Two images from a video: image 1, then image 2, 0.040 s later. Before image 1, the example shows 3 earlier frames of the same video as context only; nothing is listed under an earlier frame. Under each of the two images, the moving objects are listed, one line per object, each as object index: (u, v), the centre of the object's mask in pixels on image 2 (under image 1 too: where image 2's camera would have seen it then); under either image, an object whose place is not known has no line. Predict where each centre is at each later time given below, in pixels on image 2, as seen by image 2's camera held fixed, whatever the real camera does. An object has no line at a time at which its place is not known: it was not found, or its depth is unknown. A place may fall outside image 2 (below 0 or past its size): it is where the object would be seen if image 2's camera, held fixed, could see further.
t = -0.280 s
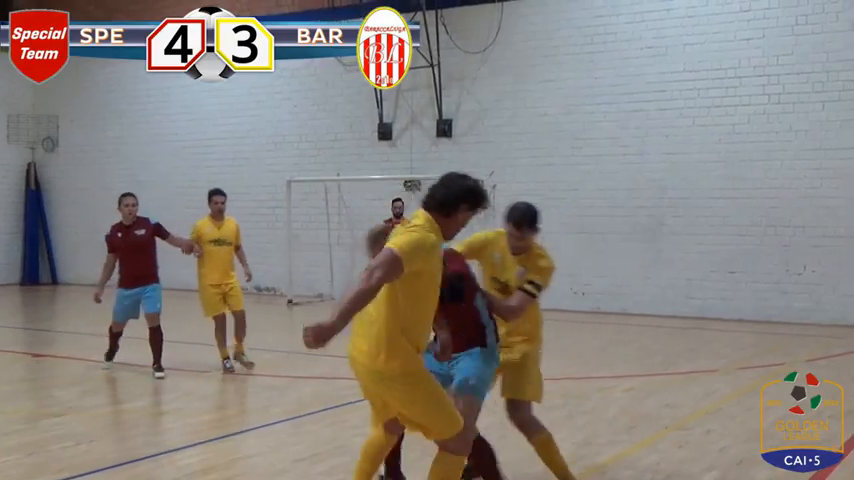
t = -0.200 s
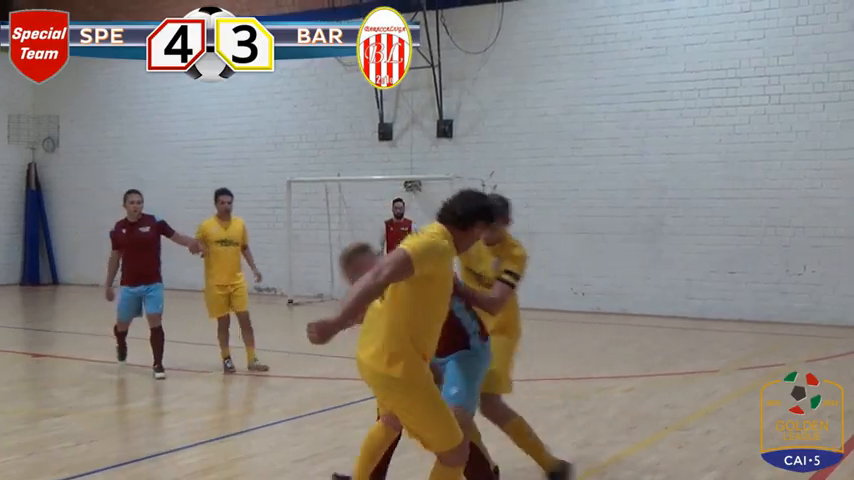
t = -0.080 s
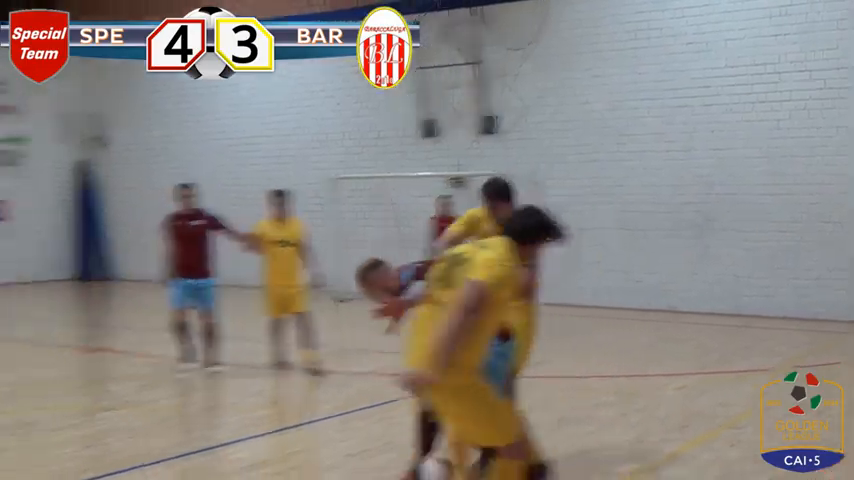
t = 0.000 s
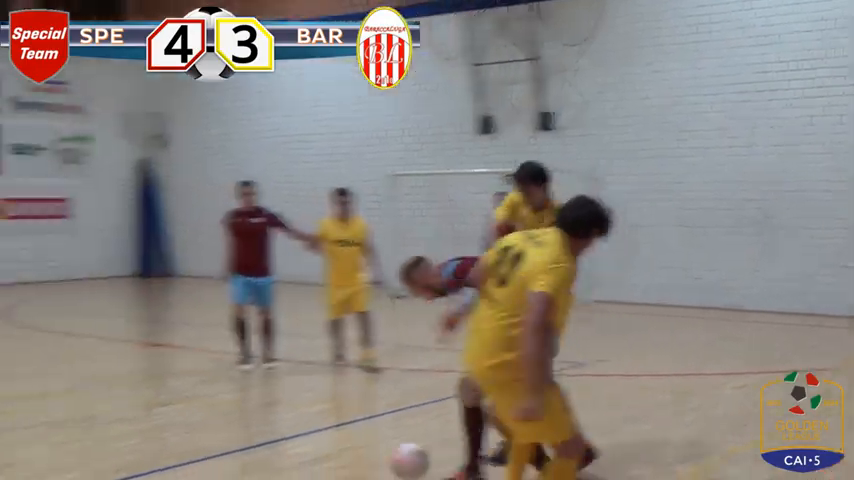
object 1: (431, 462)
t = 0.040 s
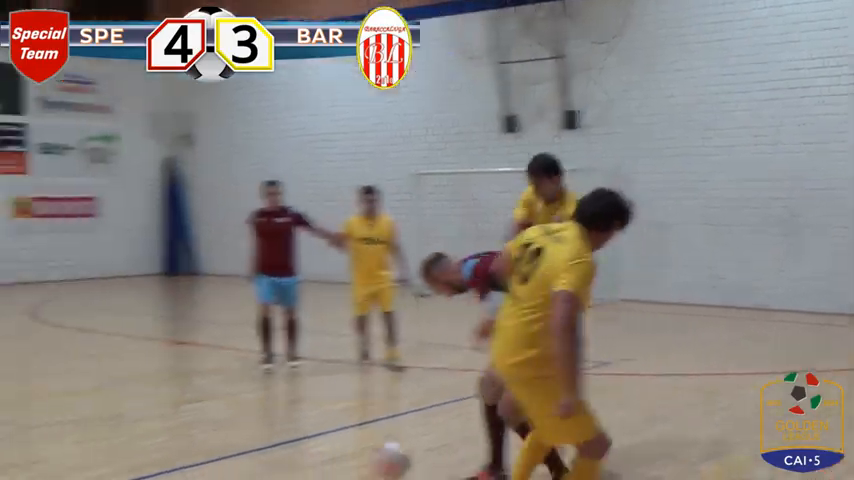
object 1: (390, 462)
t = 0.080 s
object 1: (349, 463)
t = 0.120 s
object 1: (309, 467)
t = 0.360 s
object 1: (50, 507)
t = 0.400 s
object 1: (11, 513)
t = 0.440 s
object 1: (-31, 523)
